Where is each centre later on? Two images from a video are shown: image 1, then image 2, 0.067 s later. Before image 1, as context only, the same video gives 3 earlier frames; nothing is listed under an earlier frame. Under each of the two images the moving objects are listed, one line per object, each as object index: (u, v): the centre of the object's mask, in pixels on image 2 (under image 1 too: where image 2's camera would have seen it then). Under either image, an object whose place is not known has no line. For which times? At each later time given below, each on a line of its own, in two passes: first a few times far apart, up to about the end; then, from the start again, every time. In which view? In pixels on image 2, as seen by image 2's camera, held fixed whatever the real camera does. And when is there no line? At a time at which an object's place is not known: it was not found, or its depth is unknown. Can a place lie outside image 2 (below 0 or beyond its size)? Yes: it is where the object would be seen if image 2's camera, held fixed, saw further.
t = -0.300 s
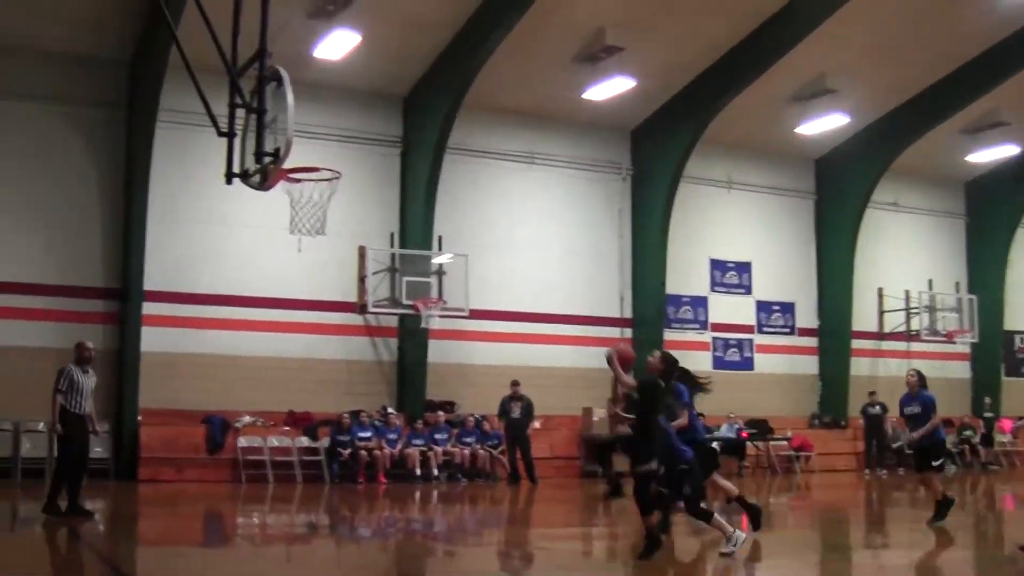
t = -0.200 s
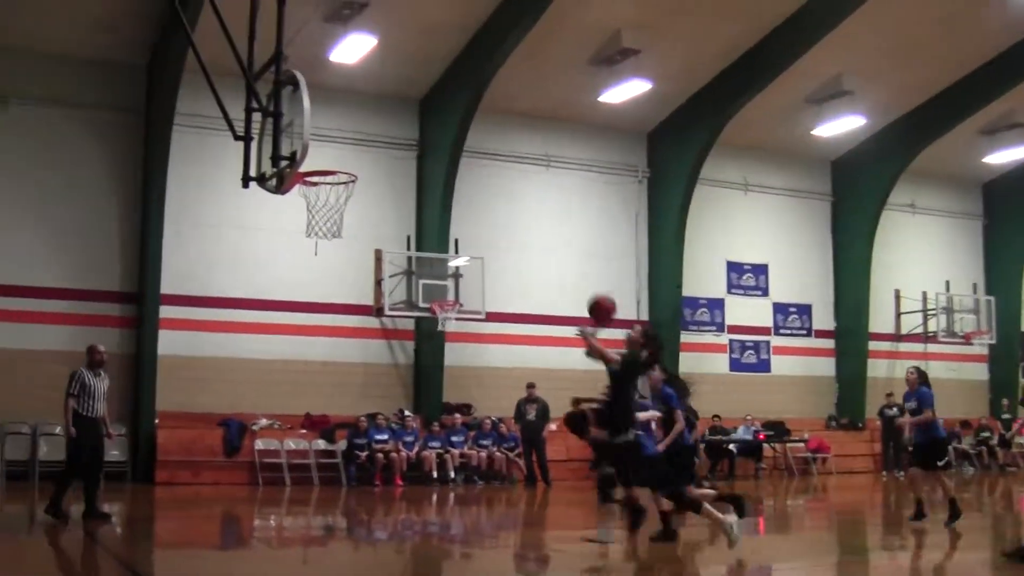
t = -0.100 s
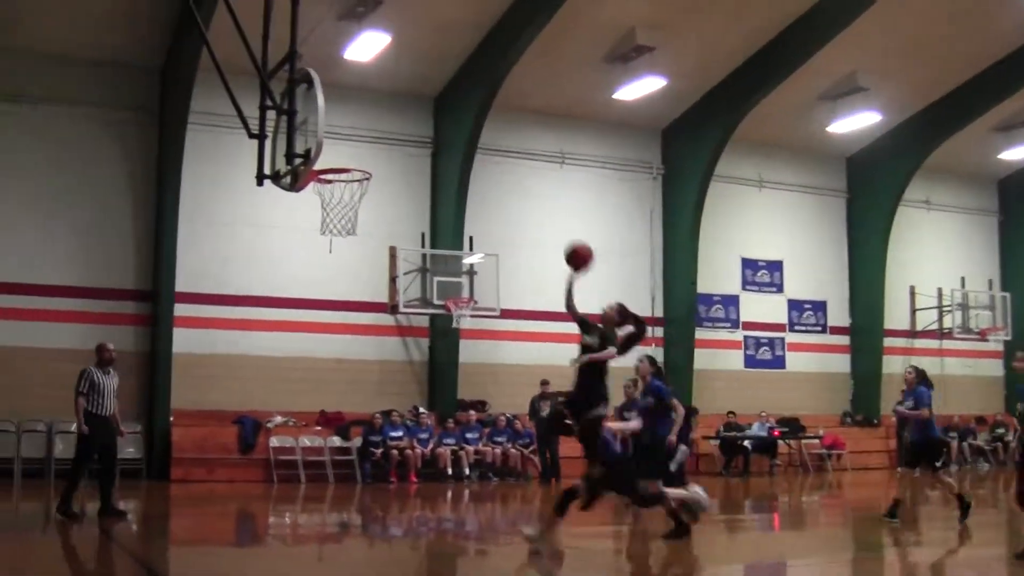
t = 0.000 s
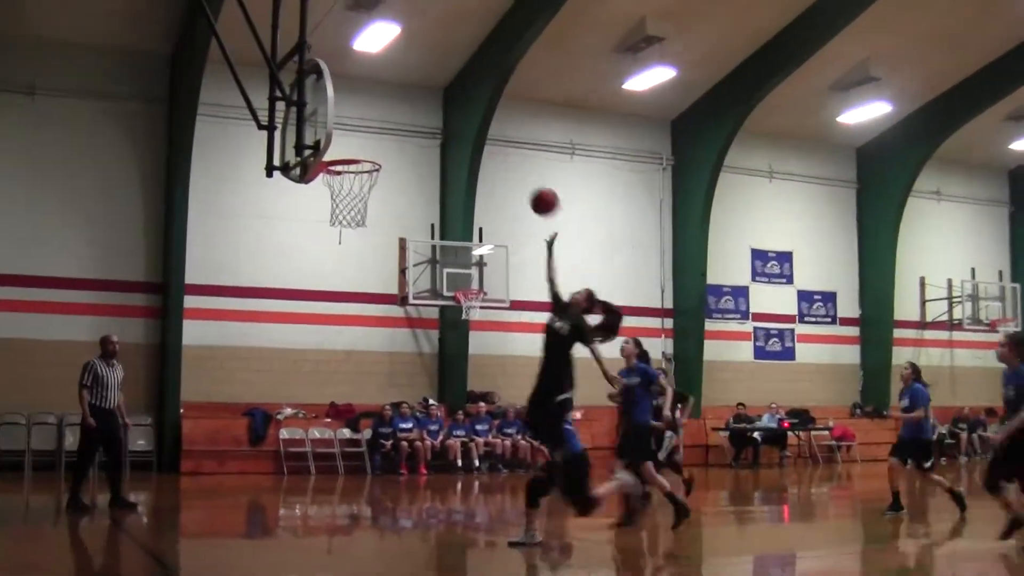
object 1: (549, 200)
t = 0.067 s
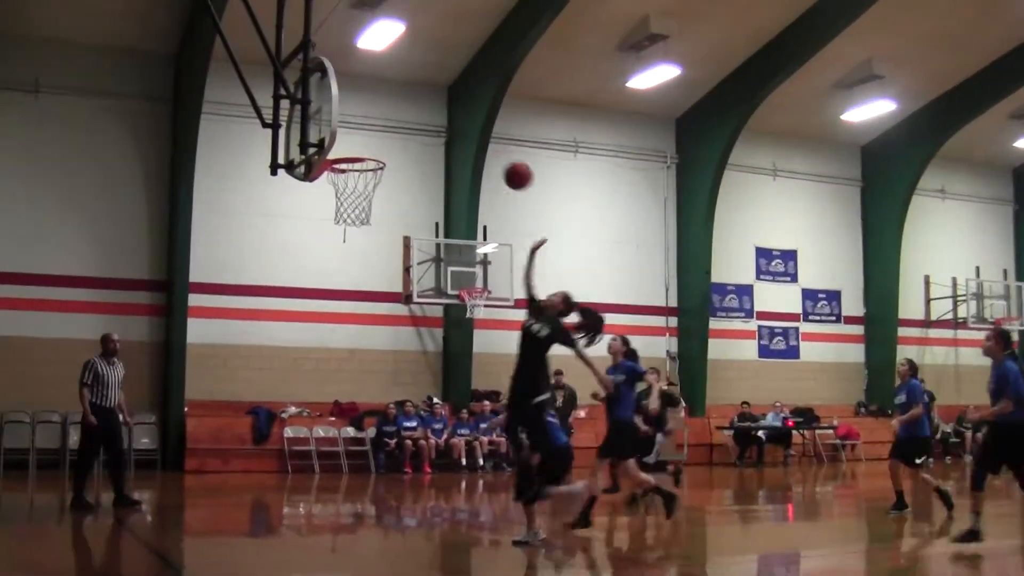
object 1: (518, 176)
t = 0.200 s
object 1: (458, 143)
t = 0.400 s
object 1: (369, 138)
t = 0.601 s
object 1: (344, 136)
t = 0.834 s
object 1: (363, 158)
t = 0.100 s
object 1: (503, 166)
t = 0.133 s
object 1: (489, 157)
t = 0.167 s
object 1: (474, 149)
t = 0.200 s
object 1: (458, 143)
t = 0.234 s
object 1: (443, 140)
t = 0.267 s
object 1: (428, 137)
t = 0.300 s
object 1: (413, 135)
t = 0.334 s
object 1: (398, 134)
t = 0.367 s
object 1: (384, 135)
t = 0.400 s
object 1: (369, 138)
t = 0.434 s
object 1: (354, 141)
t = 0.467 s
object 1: (343, 146)
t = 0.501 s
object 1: (339, 150)
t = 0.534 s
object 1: (340, 145)
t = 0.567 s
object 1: (342, 140)
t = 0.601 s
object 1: (344, 136)
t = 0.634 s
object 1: (346, 136)
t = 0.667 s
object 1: (348, 136)
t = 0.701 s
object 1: (350, 137)
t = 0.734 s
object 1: (352, 140)
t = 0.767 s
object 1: (356, 145)
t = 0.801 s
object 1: (359, 150)
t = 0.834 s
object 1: (363, 158)
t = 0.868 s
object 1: (365, 166)
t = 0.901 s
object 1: (368, 176)
